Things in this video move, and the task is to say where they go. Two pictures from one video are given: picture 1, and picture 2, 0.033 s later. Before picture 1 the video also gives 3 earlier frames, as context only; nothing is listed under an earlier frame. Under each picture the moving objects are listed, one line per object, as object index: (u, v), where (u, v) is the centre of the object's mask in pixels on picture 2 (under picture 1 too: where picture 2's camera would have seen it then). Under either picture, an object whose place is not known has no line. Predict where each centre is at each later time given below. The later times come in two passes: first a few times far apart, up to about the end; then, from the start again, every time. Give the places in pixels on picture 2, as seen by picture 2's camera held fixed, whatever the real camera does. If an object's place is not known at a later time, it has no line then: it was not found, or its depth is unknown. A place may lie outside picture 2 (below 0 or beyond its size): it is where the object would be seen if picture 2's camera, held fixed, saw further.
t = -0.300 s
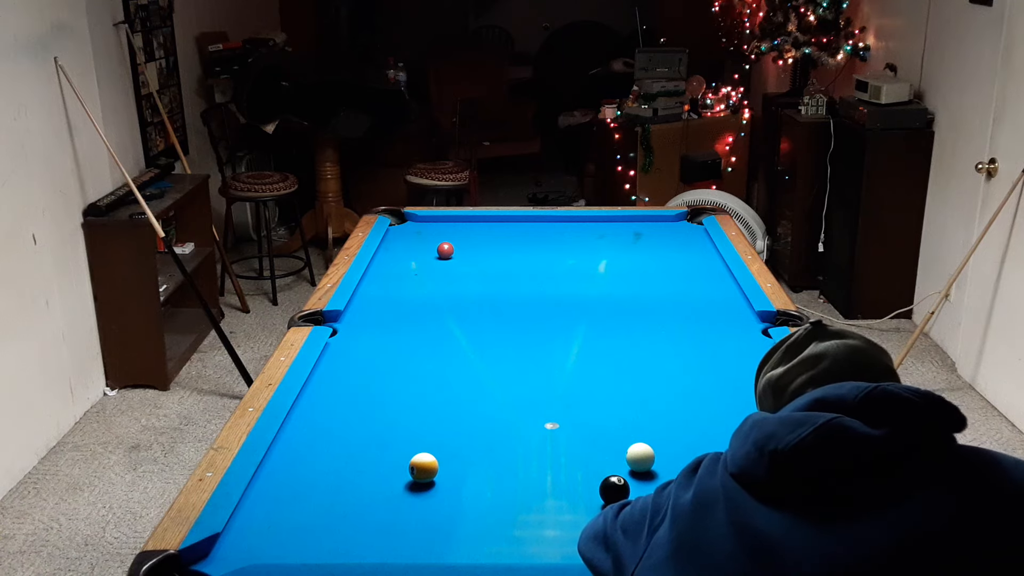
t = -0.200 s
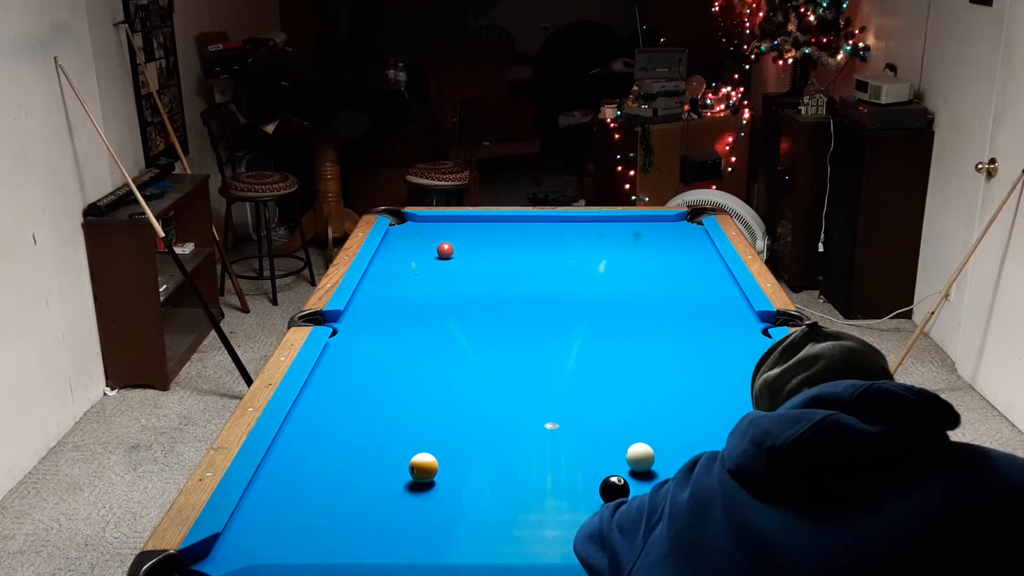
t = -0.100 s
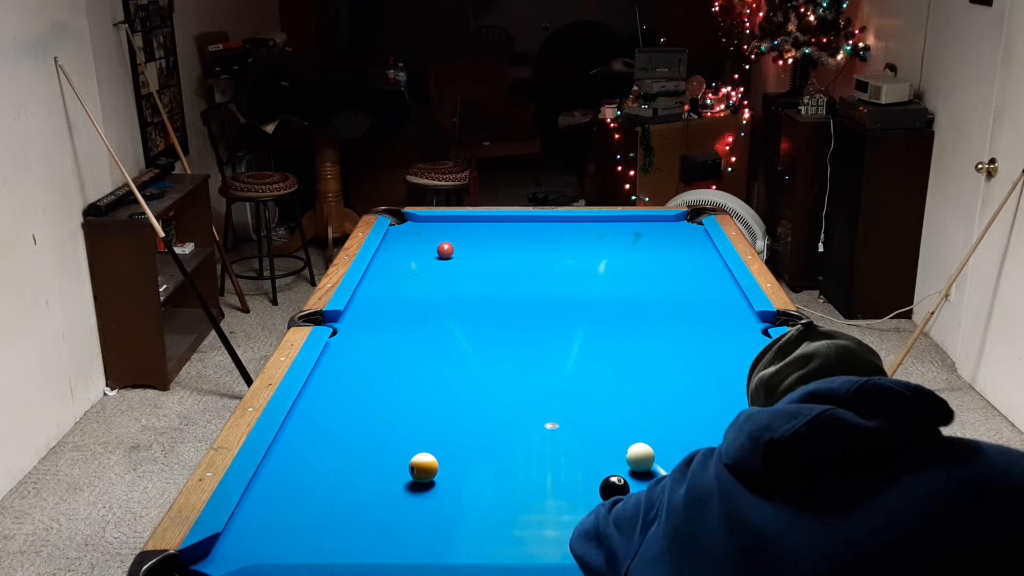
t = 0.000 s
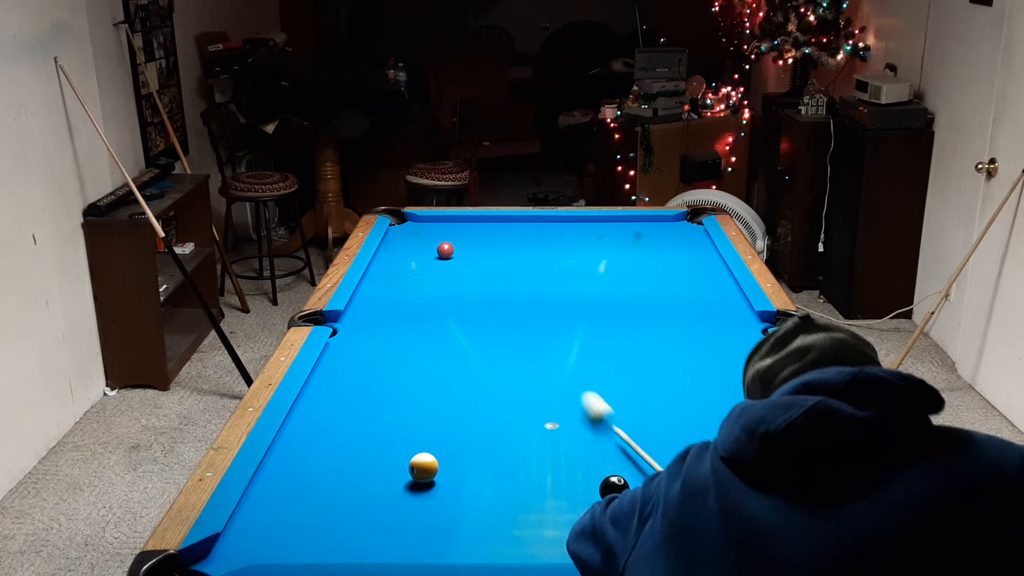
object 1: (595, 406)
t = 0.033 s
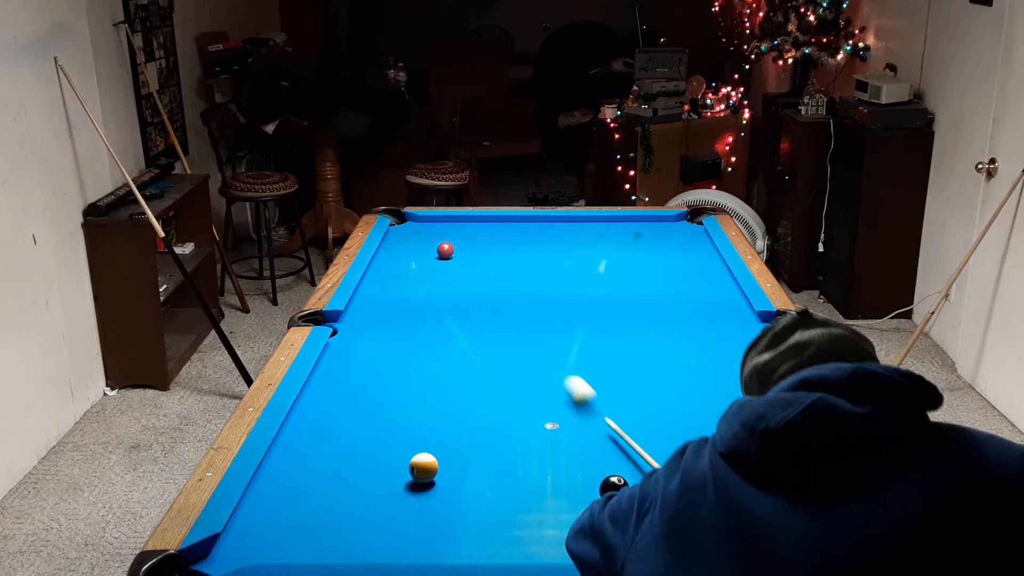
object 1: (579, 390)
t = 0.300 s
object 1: (492, 297)
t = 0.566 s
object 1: (461, 252)
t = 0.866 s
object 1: (472, 234)
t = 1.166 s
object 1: (481, 218)
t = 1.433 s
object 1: (492, 227)
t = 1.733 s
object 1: (504, 238)
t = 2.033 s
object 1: (517, 249)
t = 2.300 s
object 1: (529, 260)
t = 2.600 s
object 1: (543, 272)
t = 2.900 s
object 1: (558, 284)
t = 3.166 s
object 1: (571, 295)
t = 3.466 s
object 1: (585, 307)
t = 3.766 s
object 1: (600, 320)
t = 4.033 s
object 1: (613, 330)
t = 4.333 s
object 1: (627, 343)
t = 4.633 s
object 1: (640, 355)
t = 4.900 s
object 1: (652, 366)
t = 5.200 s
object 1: (665, 377)
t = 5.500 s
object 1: (677, 388)
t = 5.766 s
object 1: (687, 398)
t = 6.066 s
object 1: (698, 407)
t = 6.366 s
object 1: (708, 416)
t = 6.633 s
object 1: (716, 423)
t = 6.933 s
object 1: (723, 430)
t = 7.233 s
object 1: (729, 436)
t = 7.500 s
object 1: (732, 439)
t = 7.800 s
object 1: (735, 442)
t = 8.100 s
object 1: (736, 443)
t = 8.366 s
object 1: (736, 443)
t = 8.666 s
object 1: (736, 443)
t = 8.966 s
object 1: (736, 443)
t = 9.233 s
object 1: (736, 443)
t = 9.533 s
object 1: (736, 443)
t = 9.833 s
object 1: (736, 443)
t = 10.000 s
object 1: (736, 443)
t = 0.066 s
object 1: (565, 375)
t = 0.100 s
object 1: (553, 362)
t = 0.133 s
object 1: (541, 349)
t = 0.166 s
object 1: (530, 337)
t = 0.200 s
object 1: (520, 326)
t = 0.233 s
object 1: (510, 316)
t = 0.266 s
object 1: (501, 306)
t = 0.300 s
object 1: (492, 297)
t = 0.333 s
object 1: (484, 288)
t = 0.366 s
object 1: (476, 280)
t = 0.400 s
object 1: (469, 272)
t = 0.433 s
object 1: (462, 264)
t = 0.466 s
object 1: (455, 257)
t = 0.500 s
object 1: (454, 254)
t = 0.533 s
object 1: (458, 253)
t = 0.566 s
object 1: (461, 252)
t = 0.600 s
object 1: (463, 250)
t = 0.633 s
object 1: (464, 248)
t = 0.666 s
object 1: (466, 246)
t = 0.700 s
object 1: (467, 244)
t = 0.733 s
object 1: (468, 242)
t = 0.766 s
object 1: (469, 240)
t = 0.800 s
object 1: (470, 238)
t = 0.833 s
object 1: (471, 236)
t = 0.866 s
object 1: (472, 234)
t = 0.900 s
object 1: (473, 233)
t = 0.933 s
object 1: (474, 231)
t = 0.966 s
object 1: (475, 229)
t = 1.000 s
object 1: (476, 227)
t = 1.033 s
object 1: (477, 225)
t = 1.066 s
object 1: (478, 223)
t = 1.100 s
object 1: (479, 222)
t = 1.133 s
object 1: (480, 220)
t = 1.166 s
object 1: (481, 218)
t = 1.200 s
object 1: (482, 218)
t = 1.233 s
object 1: (483, 220)
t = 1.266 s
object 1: (485, 221)
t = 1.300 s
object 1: (486, 222)
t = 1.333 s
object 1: (488, 224)
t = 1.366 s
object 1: (489, 225)
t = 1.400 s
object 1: (490, 226)
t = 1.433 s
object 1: (492, 227)
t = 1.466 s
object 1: (493, 228)
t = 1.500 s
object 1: (494, 229)
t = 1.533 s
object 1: (496, 231)
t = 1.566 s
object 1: (497, 232)
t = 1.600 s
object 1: (499, 233)
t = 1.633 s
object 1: (500, 234)
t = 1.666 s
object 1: (502, 236)
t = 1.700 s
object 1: (503, 237)
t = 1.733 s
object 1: (504, 238)
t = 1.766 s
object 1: (506, 239)
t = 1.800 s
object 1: (507, 241)
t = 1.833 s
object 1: (509, 242)
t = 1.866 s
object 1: (510, 243)
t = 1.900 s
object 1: (512, 244)
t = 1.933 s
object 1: (513, 246)
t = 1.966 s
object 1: (515, 247)
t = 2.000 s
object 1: (516, 248)
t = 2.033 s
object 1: (517, 249)
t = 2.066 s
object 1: (519, 251)
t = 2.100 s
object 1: (520, 252)
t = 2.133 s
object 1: (522, 253)
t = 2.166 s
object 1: (523, 254)
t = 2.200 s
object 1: (525, 256)
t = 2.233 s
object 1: (526, 257)
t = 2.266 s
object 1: (528, 258)
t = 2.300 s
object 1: (529, 260)
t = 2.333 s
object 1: (531, 261)
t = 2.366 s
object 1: (533, 262)
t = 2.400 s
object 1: (534, 264)
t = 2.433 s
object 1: (536, 265)
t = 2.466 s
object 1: (537, 266)
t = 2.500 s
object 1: (539, 268)
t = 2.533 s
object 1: (540, 269)
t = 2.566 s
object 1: (542, 270)
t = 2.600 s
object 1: (543, 272)
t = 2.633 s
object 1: (545, 273)
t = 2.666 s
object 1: (547, 274)
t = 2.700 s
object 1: (548, 276)
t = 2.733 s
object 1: (550, 277)
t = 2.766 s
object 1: (552, 278)
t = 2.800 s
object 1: (553, 280)
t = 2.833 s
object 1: (555, 281)
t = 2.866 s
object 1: (556, 282)
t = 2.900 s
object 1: (558, 284)
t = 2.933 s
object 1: (559, 285)
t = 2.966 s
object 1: (561, 286)
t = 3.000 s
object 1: (563, 287)
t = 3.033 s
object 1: (564, 289)
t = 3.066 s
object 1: (566, 291)
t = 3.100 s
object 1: (568, 292)
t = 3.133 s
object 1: (569, 293)
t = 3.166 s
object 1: (571, 295)
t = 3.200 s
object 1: (572, 296)
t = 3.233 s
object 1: (574, 297)
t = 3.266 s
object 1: (576, 299)
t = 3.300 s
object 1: (577, 300)
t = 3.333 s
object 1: (579, 301)
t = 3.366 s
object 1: (580, 303)
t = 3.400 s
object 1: (582, 304)
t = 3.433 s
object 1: (584, 306)
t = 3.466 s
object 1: (585, 307)
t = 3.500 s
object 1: (587, 308)
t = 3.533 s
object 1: (589, 310)
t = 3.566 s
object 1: (590, 311)
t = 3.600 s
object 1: (592, 312)
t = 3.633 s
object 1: (593, 314)
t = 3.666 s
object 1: (595, 315)
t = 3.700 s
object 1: (597, 316)
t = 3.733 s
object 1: (598, 318)
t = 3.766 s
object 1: (600, 320)
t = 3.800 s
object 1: (602, 321)
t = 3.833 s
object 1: (603, 322)
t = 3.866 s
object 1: (605, 323)
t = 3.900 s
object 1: (606, 325)
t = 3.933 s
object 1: (608, 326)
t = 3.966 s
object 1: (609, 328)
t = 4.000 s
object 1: (611, 329)
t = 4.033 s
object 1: (613, 330)
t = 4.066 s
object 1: (614, 331)
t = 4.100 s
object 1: (616, 333)
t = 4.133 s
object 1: (617, 334)
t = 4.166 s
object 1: (619, 336)
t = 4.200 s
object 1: (620, 337)
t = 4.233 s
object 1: (622, 338)
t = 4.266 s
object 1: (623, 340)
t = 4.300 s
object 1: (625, 341)
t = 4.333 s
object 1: (627, 343)
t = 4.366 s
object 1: (628, 344)
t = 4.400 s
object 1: (630, 345)
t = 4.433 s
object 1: (631, 347)
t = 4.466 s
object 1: (633, 348)
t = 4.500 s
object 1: (634, 350)
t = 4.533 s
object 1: (636, 351)
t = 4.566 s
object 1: (637, 352)
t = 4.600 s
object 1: (639, 353)
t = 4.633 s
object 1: (640, 355)
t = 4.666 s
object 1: (642, 356)
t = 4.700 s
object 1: (643, 357)
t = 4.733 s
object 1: (645, 359)
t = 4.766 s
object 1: (646, 360)
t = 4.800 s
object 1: (648, 361)
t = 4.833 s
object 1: (649, 363)
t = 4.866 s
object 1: (651, 364)
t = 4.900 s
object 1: (652, 366)
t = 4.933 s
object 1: (653, 367)
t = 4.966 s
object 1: (655, 368)
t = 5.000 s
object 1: (656, 369)
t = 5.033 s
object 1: (658, 371)
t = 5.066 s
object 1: (659, 372)
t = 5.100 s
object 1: (661, 373)
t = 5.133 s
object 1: (662, 374)
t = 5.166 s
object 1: (663, 376)
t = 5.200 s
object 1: (665, 377)
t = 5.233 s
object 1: (666, 378)
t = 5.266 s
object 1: (668, 380)
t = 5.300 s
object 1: (669, 381)
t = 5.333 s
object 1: (670, 382)
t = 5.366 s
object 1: (672, 383)
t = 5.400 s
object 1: (673, 384)
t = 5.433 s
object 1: (675, 386)
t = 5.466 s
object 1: (676, 387)
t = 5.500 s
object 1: (677, 388)
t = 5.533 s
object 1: (679, 389)
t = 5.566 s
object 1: (680, 391)
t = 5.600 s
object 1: (681, 392)
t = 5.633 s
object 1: (682, 393)
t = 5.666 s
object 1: (684, 394)
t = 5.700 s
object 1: (685, 395)
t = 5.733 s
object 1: (686, 396)
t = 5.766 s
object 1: (687, 398)
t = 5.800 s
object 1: (689, 399)
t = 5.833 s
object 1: (690, 400)
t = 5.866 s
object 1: (691, 401)
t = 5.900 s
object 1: (692, 402)
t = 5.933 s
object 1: (693, 403)
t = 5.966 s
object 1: (695, 404)
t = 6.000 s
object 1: (696, 405)
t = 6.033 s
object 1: (697, 406)
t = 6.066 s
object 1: (698, 407)
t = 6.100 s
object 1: (699, 408)
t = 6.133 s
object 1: (700, 409)
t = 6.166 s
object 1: (702, 411)
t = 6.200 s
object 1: (703, 412)
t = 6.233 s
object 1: (704, 412)
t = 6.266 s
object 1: (705, 413)
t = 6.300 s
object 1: (706, 415)
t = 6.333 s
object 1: (707, 415)
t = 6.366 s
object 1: (708, 416)
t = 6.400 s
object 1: (709, 417)
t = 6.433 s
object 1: (710, 418)
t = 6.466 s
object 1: (711, 419)
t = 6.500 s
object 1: (712, 420)
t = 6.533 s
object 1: (713, 421)
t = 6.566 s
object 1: (714, 422)
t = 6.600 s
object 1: (715, 423)
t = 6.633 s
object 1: (716, 423)
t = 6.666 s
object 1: (717, 424)
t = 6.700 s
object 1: (718, 425)
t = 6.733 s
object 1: (718, 426)
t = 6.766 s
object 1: (719, 426)
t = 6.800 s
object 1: (720, 427)
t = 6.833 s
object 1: (721, 428)
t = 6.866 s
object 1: (722, 428)
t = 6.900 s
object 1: (722, 429)
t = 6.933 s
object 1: (723, 430)
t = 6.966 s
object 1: (724, 431)
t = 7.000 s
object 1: (725, 431)
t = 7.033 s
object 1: (725, 432)
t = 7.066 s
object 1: (726, 433)
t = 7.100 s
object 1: (727, 433)
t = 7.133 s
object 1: (727, 434)
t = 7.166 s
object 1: (728, 435)
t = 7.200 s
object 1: (728, 435)
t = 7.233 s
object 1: (729, 436)
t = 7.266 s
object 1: (729, 436)
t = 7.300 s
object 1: (730, 437)
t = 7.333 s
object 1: (730, 437)
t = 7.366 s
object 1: (731, 437)
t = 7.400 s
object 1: (731, 438)
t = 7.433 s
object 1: (732, 438)
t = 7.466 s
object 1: (732, 439)
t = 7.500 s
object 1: (732, 439)
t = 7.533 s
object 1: (733, 440)
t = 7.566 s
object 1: (733, 440)
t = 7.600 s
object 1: (733, 440)
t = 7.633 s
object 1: (734, 441)
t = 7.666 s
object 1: (734, 441)
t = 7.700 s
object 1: (734, 442)
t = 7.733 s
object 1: (734, 442)
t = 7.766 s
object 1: (735, 442)
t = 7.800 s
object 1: (735, 442)
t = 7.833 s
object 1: (736, 442)
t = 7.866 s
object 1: (736, 442)
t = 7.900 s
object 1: (737, 443)
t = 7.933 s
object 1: (736, 443)
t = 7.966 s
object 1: (737, 443)
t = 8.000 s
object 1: (736, 443)
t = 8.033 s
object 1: (736, 443)
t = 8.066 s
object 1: (736, 443)
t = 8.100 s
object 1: (736, 443)
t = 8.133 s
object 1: (736, 443)
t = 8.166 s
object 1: (737, 443)
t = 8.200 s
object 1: (737, 443)
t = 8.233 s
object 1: (736, 443)
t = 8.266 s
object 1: (736, 443)
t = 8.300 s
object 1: (737, 443)
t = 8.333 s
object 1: (737, 443)
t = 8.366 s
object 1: (736, 443)
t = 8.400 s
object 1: (736, 443)
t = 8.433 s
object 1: (736, 443)
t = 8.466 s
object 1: (736, 443)
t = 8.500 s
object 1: (736, 443)
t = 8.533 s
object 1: (736, 443)
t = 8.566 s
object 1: (736, 443)
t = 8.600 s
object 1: (736, 443)
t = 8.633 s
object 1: (736, 443)
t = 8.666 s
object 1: (736, 443)
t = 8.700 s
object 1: (736, 443)
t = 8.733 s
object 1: (736, 443)
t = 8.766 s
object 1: (736, 443)
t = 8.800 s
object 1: (736, 443)
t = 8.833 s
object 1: (736, 443)
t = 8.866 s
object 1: (736, 443)
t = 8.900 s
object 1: (736, 443)
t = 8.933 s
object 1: (736, 443)
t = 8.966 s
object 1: (736, 443)
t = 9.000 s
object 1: (736, 443)
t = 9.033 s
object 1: (736, 443)
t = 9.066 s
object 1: (736, 443)
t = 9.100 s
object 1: (736, 443)
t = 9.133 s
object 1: (736, 443)
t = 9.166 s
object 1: (736, 443)
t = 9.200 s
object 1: (736, 443)
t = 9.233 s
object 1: (736, 443)
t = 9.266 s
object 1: (736, 443)
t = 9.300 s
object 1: (736, 443)
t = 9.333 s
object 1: (736, 443)
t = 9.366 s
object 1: (736, 443)
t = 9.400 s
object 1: (736, 443)
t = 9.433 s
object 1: (736, 443)
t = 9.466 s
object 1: (736, 443)
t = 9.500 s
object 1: (736, 443)
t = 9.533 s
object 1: (736, 443)
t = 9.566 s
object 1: (736, 443)
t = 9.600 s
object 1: (736, 443)
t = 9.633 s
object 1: (736, 443)
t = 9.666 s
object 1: (736, 443)
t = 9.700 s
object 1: (736, 443)
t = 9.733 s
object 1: (736, 443)
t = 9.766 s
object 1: (736, 443)
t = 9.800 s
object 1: (736, 443)
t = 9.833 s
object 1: (736, 443)
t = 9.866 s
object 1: (736, 443)
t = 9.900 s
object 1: (736, 443)
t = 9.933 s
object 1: (736, 443)
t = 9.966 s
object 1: (736, 443)
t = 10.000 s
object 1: (736, 443)
